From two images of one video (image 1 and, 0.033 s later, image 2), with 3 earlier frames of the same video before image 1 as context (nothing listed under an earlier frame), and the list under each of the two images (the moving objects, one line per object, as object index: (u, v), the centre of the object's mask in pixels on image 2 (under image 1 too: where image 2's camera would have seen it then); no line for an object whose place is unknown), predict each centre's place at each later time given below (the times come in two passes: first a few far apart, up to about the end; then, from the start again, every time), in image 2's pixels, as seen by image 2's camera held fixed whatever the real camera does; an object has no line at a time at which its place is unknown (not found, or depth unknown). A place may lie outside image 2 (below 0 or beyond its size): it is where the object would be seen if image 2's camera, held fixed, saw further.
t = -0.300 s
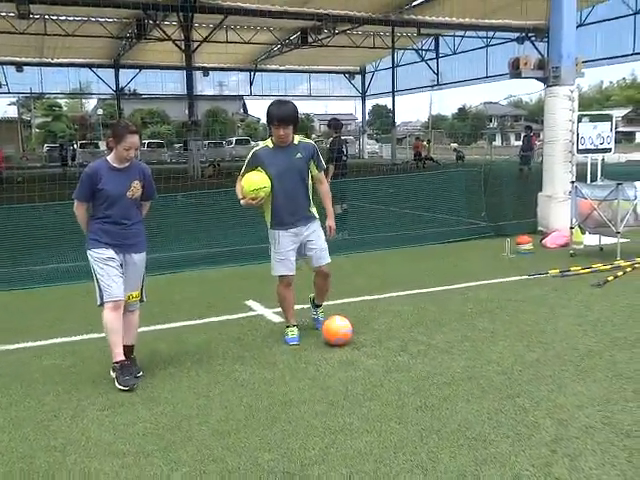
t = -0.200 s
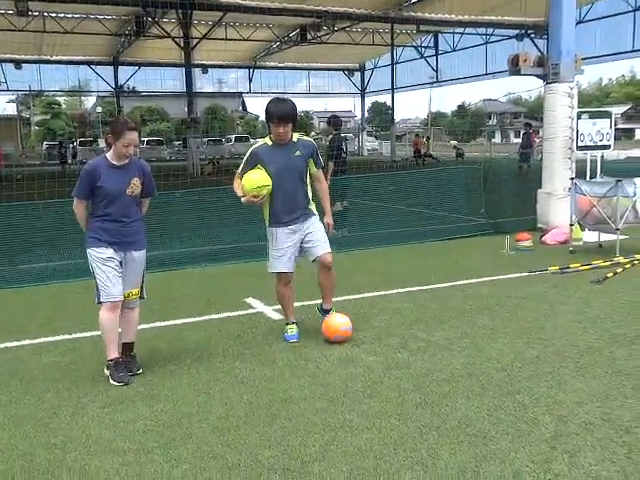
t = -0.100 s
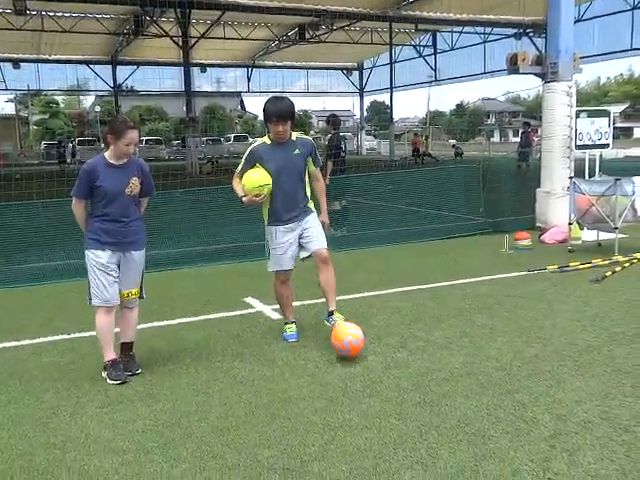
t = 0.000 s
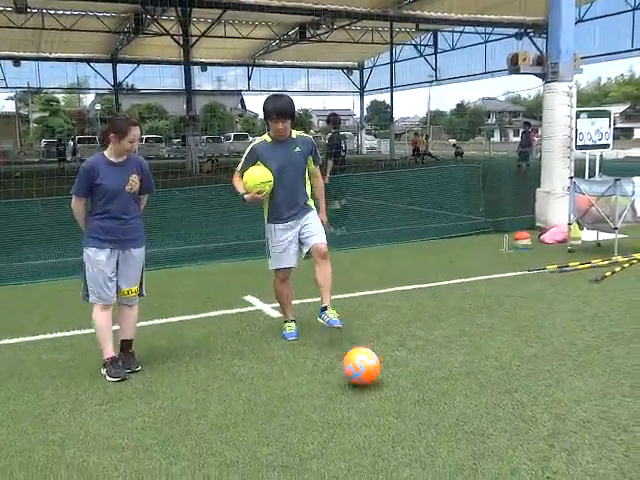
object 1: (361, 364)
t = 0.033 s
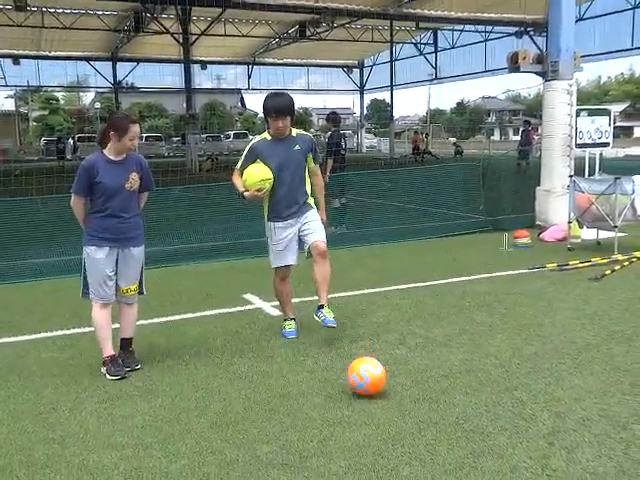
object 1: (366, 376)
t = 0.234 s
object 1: (395, 429)
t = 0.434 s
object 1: (422, 478)
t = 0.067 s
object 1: (371, 381)
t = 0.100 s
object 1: (376, 389)
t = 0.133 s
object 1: (380, 399)
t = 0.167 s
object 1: (386, 411)
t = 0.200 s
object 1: (391, 422)
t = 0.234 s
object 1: (395, 429)
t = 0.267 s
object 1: (400, 439)
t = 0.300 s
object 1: (404, 451)
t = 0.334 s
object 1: (409, 460)
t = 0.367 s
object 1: (414, 467)
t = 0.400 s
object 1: (418, 472)
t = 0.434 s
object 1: (422, 478)
